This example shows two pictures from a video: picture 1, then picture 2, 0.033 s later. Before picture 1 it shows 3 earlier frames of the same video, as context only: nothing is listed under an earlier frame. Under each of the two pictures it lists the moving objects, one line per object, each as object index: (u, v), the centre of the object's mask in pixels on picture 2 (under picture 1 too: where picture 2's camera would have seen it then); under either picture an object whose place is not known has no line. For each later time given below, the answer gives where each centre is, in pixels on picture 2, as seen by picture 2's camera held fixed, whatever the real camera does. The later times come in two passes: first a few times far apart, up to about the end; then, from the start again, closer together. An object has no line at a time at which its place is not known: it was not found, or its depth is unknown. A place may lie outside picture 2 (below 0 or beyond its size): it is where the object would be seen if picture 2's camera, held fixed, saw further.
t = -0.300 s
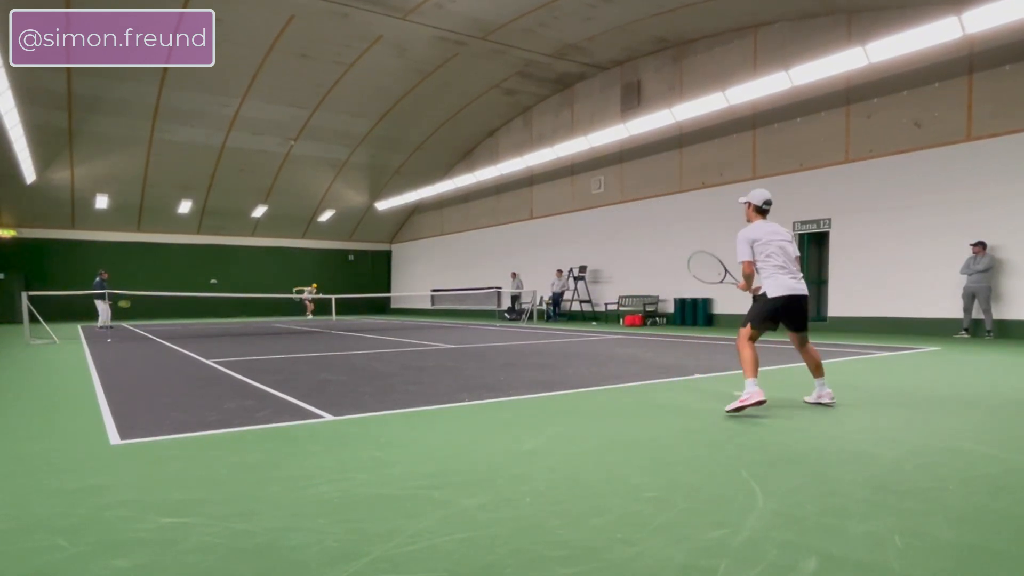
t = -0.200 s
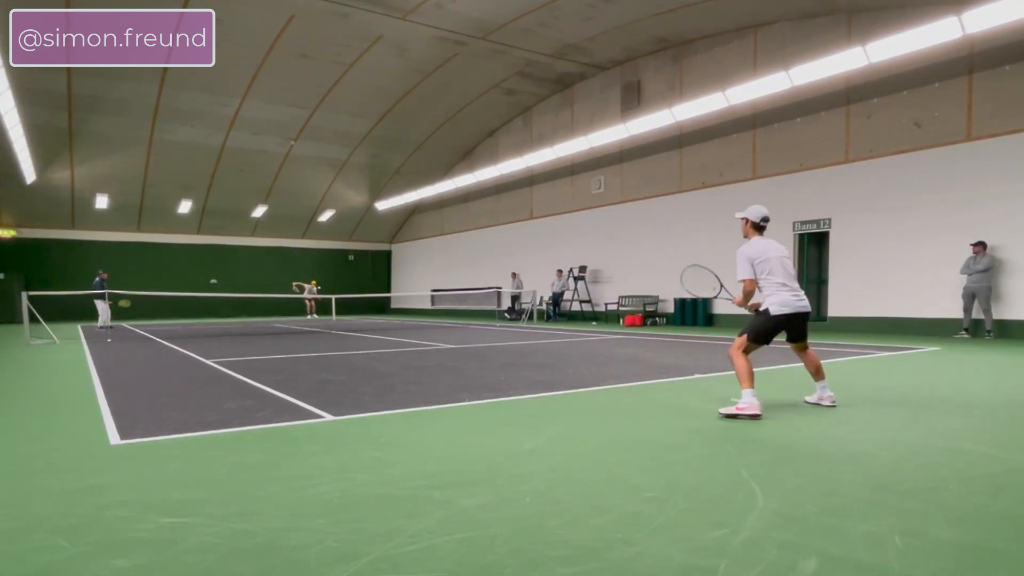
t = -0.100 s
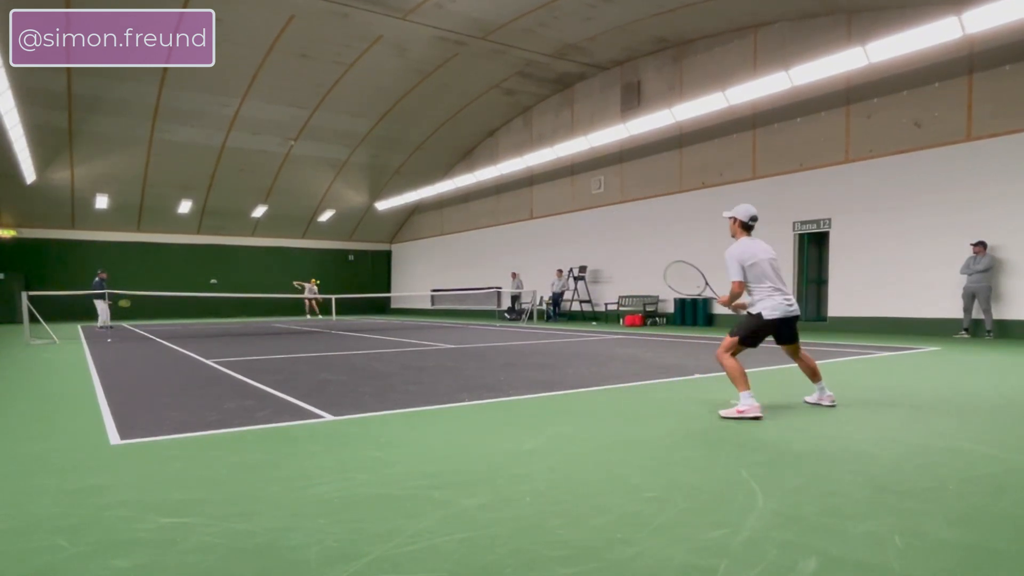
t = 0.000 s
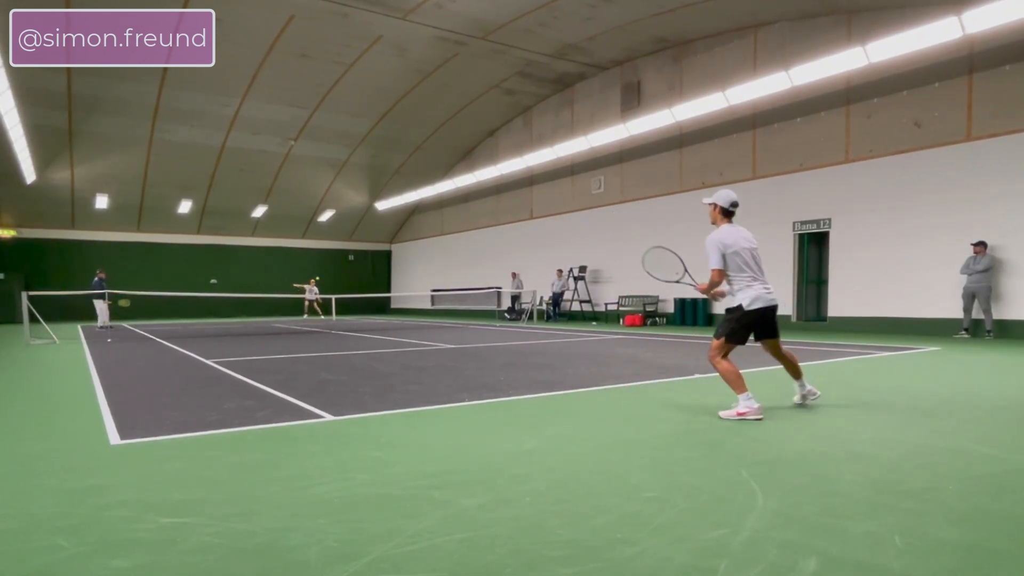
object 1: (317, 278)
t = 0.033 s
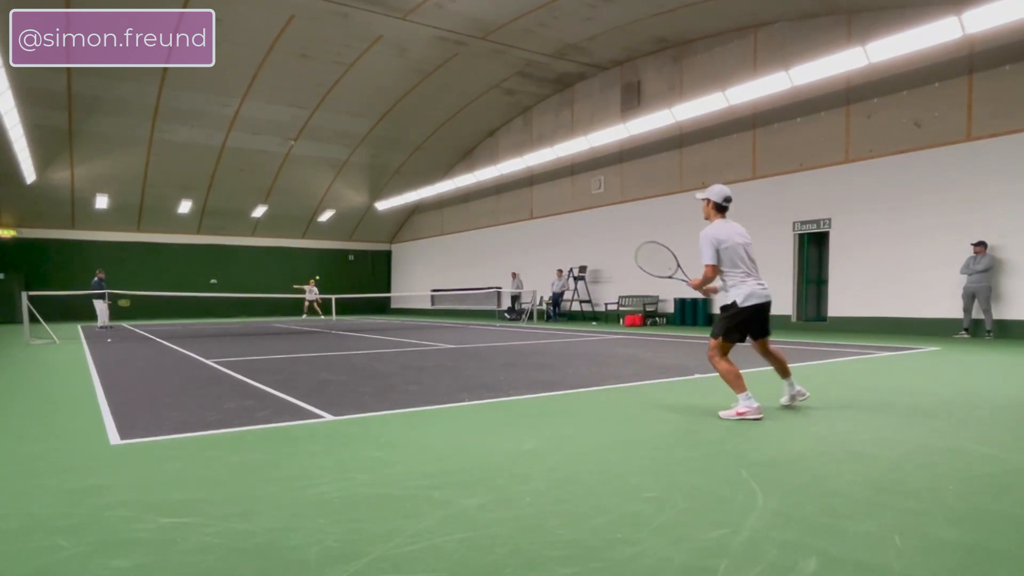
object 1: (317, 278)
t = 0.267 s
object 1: (319, 283)
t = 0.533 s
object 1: (329, 331)
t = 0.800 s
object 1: (359, 343)
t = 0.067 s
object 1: (317, 277)
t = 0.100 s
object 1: (317, 277)
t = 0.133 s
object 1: (317, 277)
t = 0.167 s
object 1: (318, 278)
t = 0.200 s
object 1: (318, 279)
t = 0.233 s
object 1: (318, 281)
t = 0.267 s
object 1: (319, 283)
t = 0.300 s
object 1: (319, 286)
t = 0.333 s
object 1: (320, 289)
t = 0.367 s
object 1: (321, 293)
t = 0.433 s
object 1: (324, 305)
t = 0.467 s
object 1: (325, 313)
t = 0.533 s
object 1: (329, 331)
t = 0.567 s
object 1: (332, 343)
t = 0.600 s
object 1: (334, 357)
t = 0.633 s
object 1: (337, 370)
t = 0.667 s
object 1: (341, 363)
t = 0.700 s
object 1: (345, 357)
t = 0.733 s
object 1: (349, 352)
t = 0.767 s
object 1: (354, 347)
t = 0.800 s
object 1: (359, 343)
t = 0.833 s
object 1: (365, 339)
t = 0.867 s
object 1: (371, 337)
